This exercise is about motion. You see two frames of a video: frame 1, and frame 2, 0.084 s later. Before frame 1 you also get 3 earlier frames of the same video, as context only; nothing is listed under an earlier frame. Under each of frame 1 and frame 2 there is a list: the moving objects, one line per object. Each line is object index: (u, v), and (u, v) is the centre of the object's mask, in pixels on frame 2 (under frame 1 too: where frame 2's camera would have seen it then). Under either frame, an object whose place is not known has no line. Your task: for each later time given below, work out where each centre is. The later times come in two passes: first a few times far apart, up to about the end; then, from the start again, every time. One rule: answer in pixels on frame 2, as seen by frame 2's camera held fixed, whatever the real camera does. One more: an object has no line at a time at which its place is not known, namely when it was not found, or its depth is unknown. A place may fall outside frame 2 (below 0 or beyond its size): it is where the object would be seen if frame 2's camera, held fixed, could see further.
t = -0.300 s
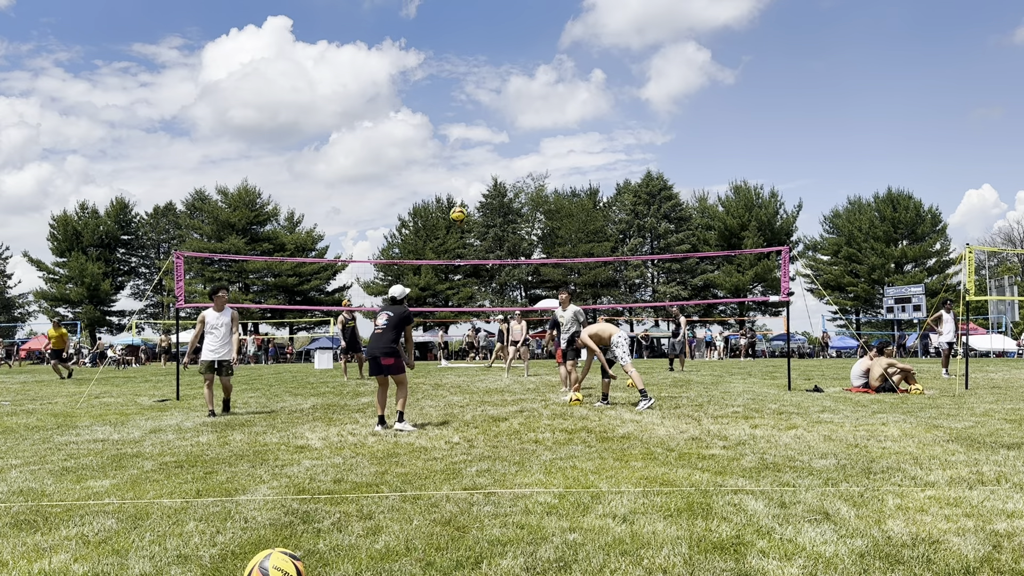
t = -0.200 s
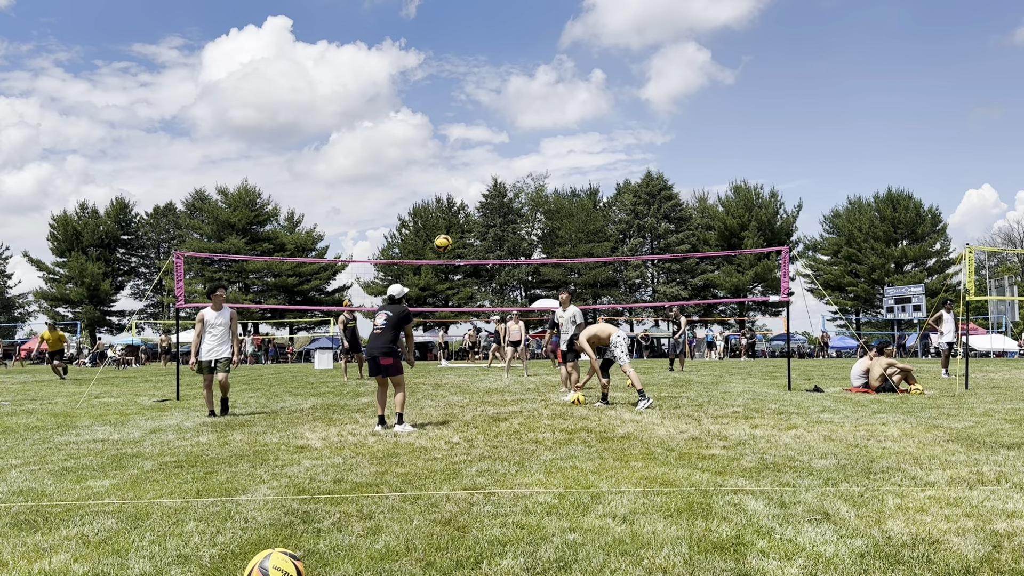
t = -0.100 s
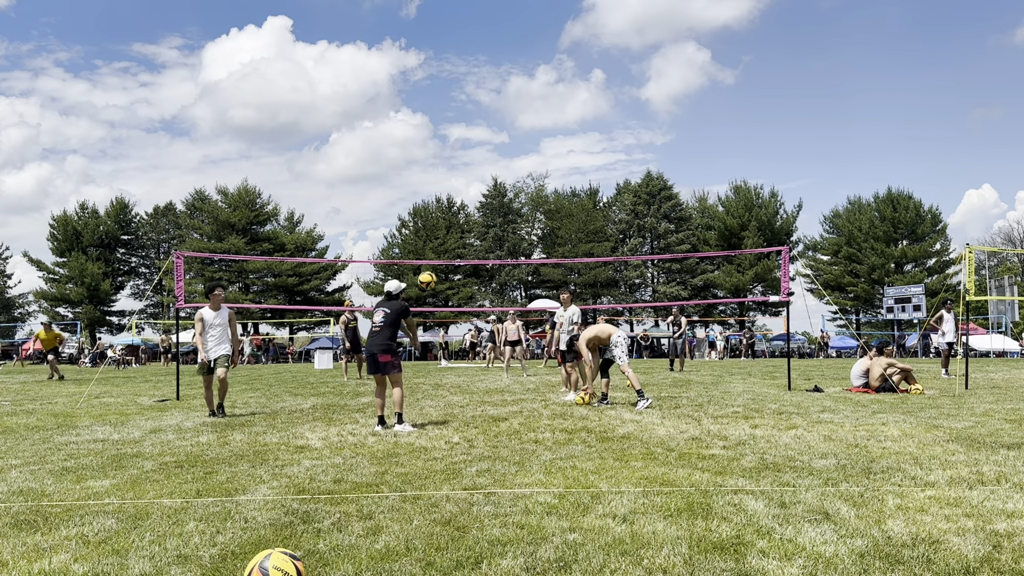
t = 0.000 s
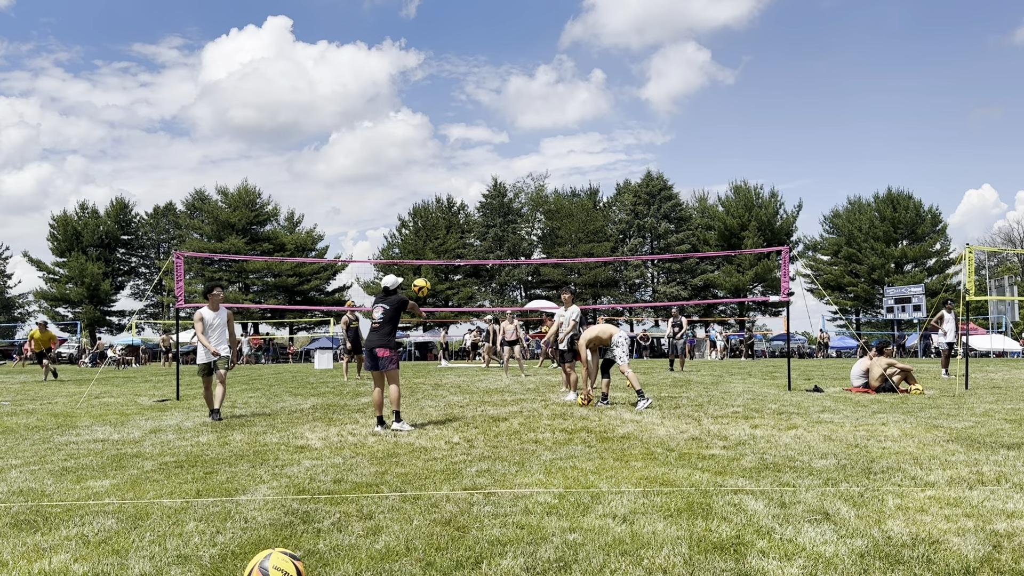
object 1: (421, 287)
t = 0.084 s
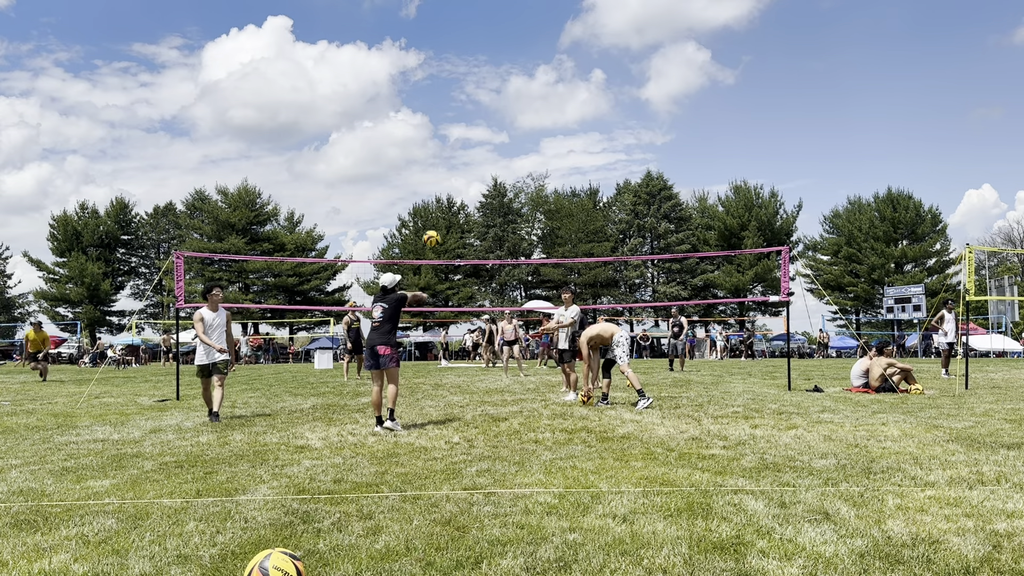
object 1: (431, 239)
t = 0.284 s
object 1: (453, 157)
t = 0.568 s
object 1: (478, 110)
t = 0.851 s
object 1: (499, 126)
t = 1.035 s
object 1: (511, 162)
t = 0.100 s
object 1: (433, 230)
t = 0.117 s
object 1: (435, 222)
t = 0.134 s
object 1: (437, 214)
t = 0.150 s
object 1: (439, 206)
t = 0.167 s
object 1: (442, 200)
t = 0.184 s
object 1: (443, 193)
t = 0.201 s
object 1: (445, 186)
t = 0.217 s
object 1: (446, 180)
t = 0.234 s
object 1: (448, 174)
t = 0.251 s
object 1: (450, 168)
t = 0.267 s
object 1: (451, 163)
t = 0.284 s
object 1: (453, 157)
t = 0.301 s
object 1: (455, 153)
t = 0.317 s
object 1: (456, 148)
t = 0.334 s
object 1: (458, 144)
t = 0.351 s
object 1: (460, 140)
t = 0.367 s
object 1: (461, 136)
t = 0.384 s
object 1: (463, 132)
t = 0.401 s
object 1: (464, 129)
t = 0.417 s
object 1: (466, 126)
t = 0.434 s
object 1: (467, 123)
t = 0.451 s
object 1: (469, 121)
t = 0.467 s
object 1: (470, 119)
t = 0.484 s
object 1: (471, 117)
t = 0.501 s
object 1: (473, 115)
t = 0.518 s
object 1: (474, 113)
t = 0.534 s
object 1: (476, 112)
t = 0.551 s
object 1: (477, 111)
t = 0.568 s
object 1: (478, 110)
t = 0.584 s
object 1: (480, 109)
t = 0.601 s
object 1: (481, 109)
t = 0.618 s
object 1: (482, 109)
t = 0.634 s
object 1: (484, 109)
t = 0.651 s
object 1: (485, 109)
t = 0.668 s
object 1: (486, 109)
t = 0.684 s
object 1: (488, 110)
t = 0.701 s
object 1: (489, 111)
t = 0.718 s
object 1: (490, 112)
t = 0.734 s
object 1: (491, 113)
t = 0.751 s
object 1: (492, 114)
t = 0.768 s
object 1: (494, 116)
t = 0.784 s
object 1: (495, 117)
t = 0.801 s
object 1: (496, 119)
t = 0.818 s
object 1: (497, 121)
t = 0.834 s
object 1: (498, 123)
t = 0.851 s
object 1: (499, 126)
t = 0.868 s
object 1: (500, 128)
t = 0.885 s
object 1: (502, 131)
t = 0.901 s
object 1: (503, 134)
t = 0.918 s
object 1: (504, 137)
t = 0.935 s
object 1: (505, 140)
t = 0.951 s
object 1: (506, 143)
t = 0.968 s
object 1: (507, 147)
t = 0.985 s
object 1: (508, 150)
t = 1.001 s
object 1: (509, 154)
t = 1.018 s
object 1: (510, 158)
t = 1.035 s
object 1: (511, 162)
